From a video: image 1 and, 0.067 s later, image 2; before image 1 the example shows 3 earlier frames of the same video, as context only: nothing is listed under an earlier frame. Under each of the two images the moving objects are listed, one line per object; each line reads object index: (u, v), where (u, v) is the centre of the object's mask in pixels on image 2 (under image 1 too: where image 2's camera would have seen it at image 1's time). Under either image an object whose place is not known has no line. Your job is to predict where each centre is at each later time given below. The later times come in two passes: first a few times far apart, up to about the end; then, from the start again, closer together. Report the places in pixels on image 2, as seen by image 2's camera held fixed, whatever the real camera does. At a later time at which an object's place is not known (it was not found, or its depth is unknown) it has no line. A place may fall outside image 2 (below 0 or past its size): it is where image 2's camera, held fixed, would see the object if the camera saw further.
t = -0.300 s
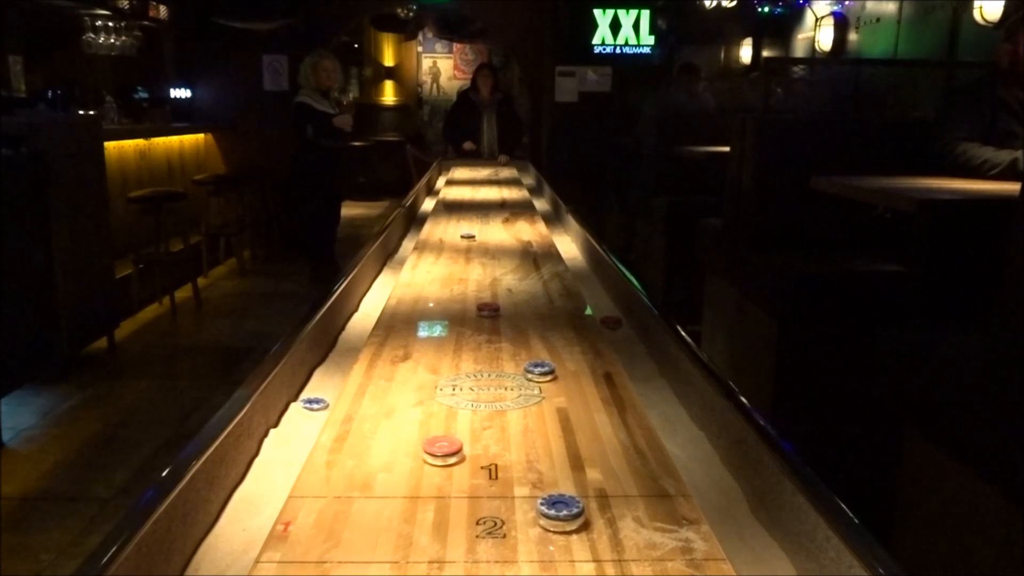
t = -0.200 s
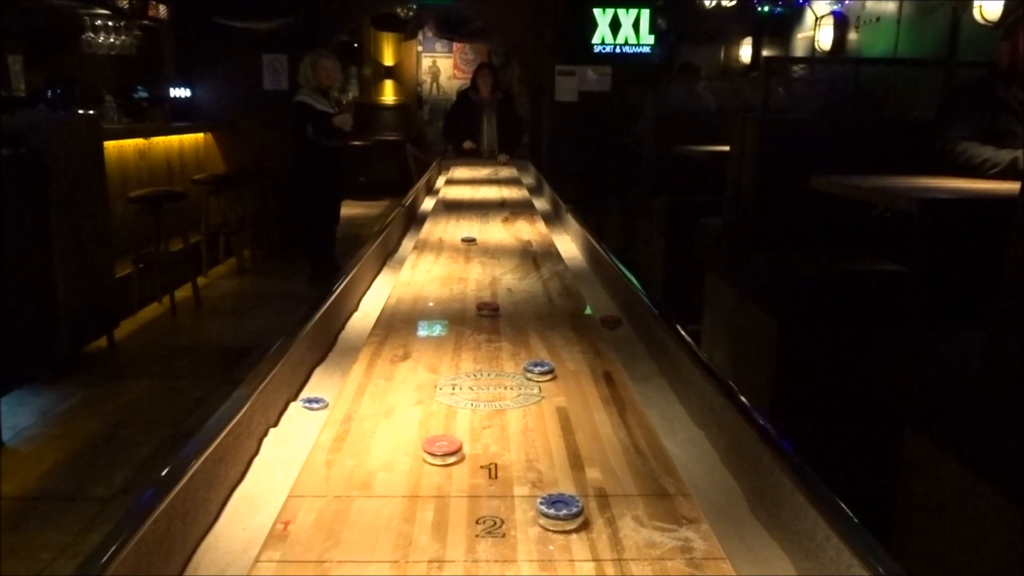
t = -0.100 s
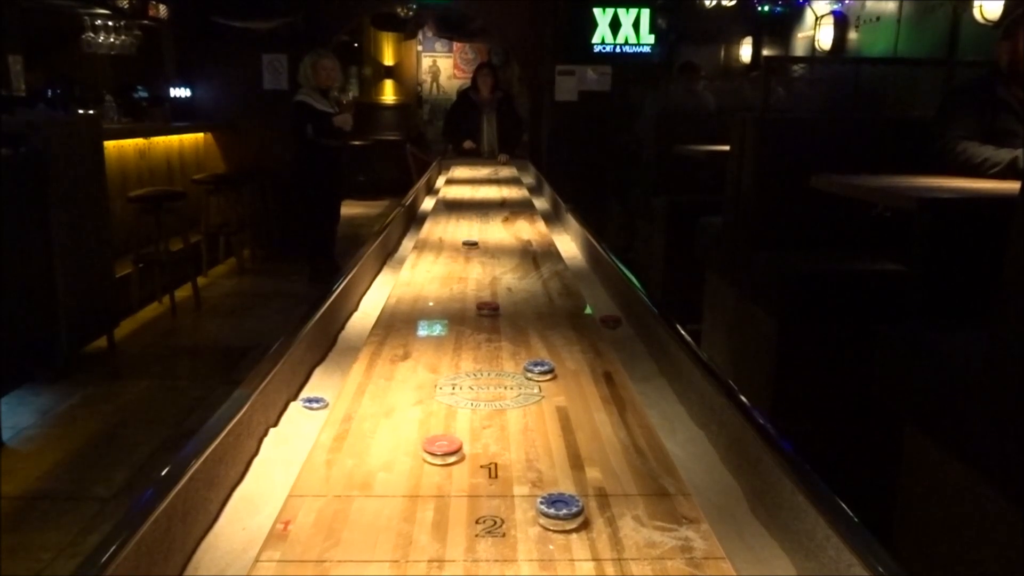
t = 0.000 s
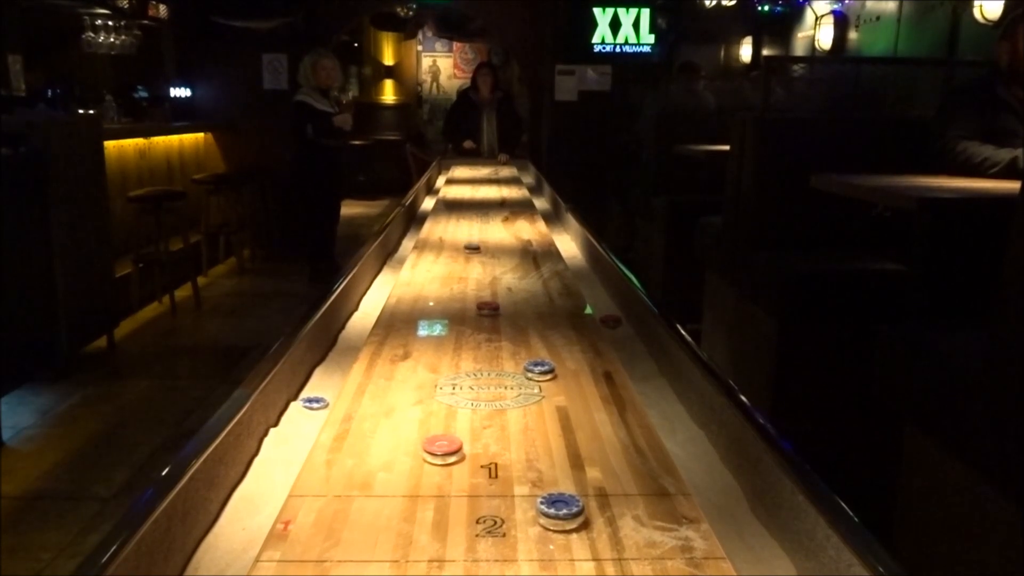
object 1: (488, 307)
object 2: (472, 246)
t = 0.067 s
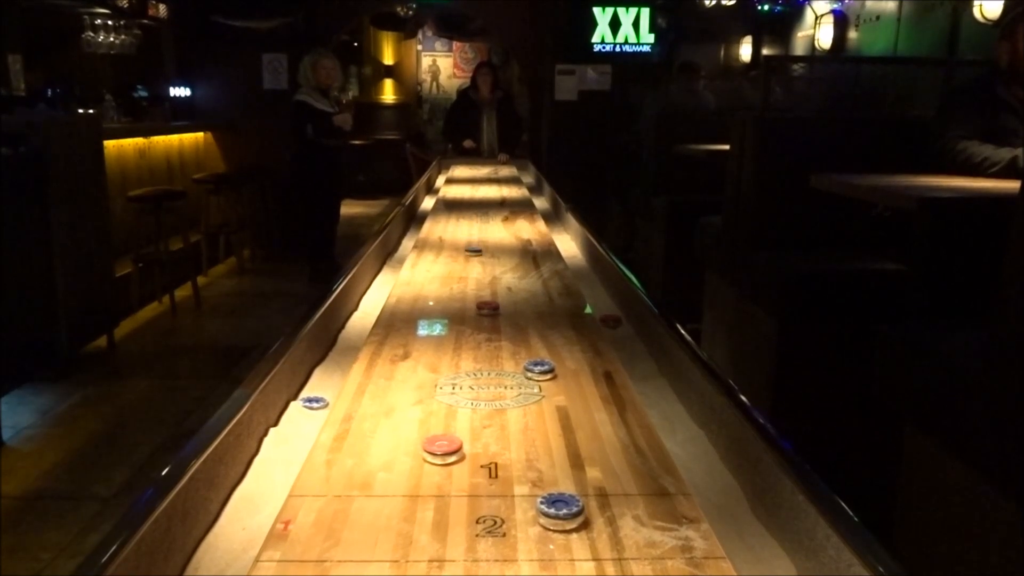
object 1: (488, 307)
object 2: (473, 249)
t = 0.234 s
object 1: (488, 307)
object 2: (476, 254)
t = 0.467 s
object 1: (488, 308)
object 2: (482, 267)
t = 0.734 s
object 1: (488, 308)
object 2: (490, 281)
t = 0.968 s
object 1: (488, 308)
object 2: (497, 294)
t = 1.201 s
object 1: (476, 314)
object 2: (516, 303)
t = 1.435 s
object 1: (454, 323)
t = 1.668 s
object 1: (434, 335)
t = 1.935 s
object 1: (416, 345)
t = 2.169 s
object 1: (404, 355)
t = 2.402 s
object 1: (395, 364)
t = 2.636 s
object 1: (388, 372)
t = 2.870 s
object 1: (386, 378)
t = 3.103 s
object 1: (384, 385)
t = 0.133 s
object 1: (488, 307)
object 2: (474, 251)
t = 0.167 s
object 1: (488, 307)
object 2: (475, 252)
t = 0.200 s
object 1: (488, 308)
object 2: (475, 253)
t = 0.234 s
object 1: (488, 307)
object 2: (476, 254)
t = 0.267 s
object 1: (488, 308)
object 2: (477, 256)
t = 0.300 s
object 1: (488, 308)
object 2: (477, 258)
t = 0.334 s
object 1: (487, 308)
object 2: (478, 259)
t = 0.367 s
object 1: (488, 308)
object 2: (478, 261)
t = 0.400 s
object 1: (488, 308)
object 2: (479, 262)
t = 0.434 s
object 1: (488, 308)
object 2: (481, 265)
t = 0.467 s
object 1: (488, 308)
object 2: (482, 267)
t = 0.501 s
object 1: (488, 308)
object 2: (483, 268)
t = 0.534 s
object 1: (488, 308)
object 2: (484, 270)
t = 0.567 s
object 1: (488, 308)
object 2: (485, 272)
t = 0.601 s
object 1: (488, 308)
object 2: (486, 274)
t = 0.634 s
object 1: (488, 308)
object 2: (487, 276)
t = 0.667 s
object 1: (488, 308)
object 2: (488, 278)
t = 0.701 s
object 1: (488, 308)
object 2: (489, 279)
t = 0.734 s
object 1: (488, 308)
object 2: (490, 281)
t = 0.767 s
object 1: (488, 308)
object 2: (491, 283)
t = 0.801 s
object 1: (488, 308)
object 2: (492, 285)
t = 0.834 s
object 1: (488, 308)
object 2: (493, 287)
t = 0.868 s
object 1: (488, 308)
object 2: (494, 290)
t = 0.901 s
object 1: (488, 308)
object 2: (495, 291)
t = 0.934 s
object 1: (487, 308)
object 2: (496, 293)
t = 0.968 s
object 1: (488, 308)
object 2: (497, 294)
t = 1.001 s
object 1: (487, 308)
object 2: (499, 296)
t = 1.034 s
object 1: (488, 308)
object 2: (500, 297)
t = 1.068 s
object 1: (488, 309)
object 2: (502, 300)
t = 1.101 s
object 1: (485, 309)
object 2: (505, 301)
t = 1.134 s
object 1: (482, 311)
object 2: (508, 302)
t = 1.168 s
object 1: (479, 312)
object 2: (513, 302)
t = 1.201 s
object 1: (476, 314)
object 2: (516, 303)
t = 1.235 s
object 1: (472, 315)
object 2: (520, 303)
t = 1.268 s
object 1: (470, 316)
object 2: (523, 304)
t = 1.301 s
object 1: (467, 318)
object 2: (527, 304)
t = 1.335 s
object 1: (463, 319)
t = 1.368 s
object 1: (460, 321)
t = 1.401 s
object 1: (457, 322)
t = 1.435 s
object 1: (454, 323)
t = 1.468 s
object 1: (452, 324)
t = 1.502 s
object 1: (448, 327)
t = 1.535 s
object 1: (445, 329)
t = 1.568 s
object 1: (443, 330)
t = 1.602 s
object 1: (440, 331)
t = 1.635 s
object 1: (437, 333)
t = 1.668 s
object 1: (434, 335)
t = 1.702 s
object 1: (431, 337)
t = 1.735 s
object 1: (429, 338)
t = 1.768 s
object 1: (427, 340)
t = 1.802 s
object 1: (423, 341)
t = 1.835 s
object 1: (422, 342)
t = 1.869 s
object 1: (419, 344)
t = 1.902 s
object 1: (418, 344)
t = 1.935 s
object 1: (416, 345)
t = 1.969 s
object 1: (414, 347)
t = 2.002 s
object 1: (413, 348)
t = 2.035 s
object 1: (411, 349)
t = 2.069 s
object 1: (409, 351)
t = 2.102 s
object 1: (407, 352)
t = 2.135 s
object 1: (406, 354)
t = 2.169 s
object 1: (404, 355)
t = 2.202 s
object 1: (403, 356)
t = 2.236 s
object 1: (401, 357)
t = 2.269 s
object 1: (400, 358)
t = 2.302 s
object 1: (399, 361)
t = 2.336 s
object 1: (397, 361)
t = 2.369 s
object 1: (396, 363)
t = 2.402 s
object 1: (395, 364)
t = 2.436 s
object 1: (394, 365)
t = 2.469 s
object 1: (393, 366)
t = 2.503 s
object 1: (392, 367)
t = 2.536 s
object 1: (391, 368)
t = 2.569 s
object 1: (390, 370)
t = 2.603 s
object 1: (389, 371)
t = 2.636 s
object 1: (388, 372)
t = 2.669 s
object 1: (388, 373)
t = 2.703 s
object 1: (387, 375)
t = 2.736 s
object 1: (387, 375)
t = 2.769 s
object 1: (386, 376)
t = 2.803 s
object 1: (386, 376)
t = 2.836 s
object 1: (386, 377)
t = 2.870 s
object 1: (386, 378)
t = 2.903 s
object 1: (385, 379)
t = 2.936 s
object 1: (385, 380)
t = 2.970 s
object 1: (385, 381)
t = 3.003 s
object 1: (384, 382)
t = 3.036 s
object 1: (384, 383)
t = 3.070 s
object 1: (384, 384)
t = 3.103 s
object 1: (384, 385)
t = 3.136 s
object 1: (384, 385)
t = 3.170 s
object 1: (384, 387)
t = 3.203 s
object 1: (384, 387)
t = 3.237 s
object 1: (384, 388)
